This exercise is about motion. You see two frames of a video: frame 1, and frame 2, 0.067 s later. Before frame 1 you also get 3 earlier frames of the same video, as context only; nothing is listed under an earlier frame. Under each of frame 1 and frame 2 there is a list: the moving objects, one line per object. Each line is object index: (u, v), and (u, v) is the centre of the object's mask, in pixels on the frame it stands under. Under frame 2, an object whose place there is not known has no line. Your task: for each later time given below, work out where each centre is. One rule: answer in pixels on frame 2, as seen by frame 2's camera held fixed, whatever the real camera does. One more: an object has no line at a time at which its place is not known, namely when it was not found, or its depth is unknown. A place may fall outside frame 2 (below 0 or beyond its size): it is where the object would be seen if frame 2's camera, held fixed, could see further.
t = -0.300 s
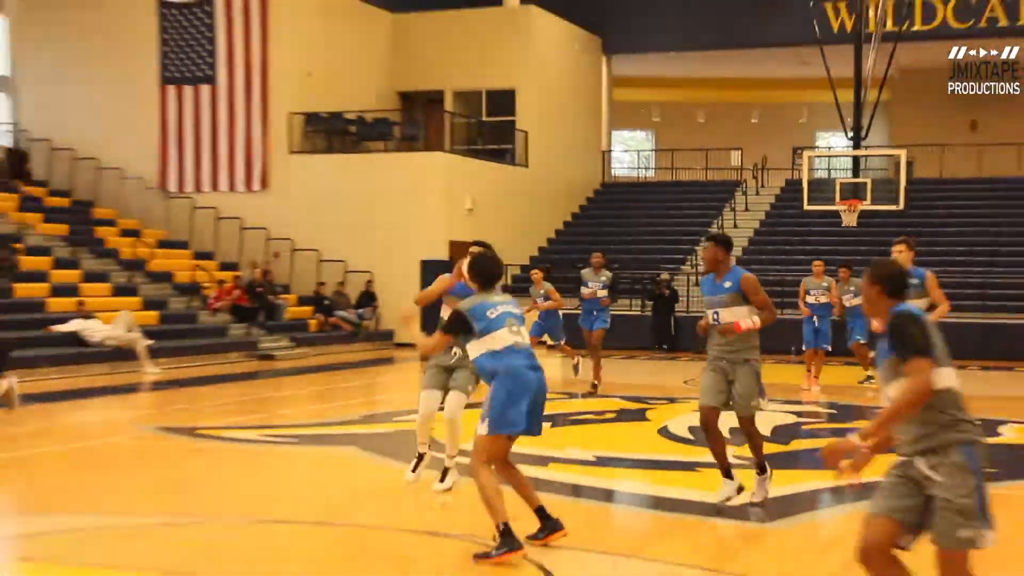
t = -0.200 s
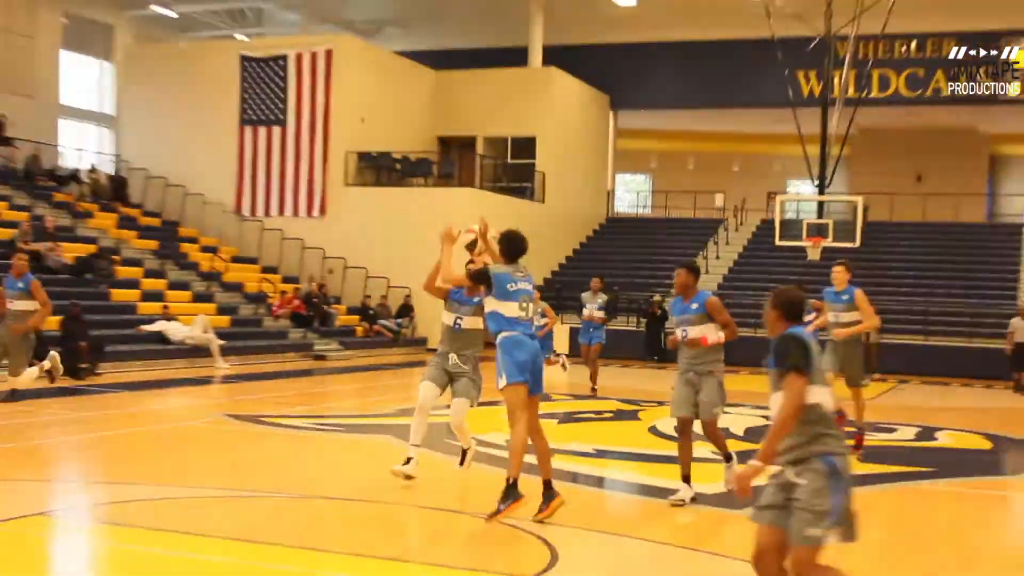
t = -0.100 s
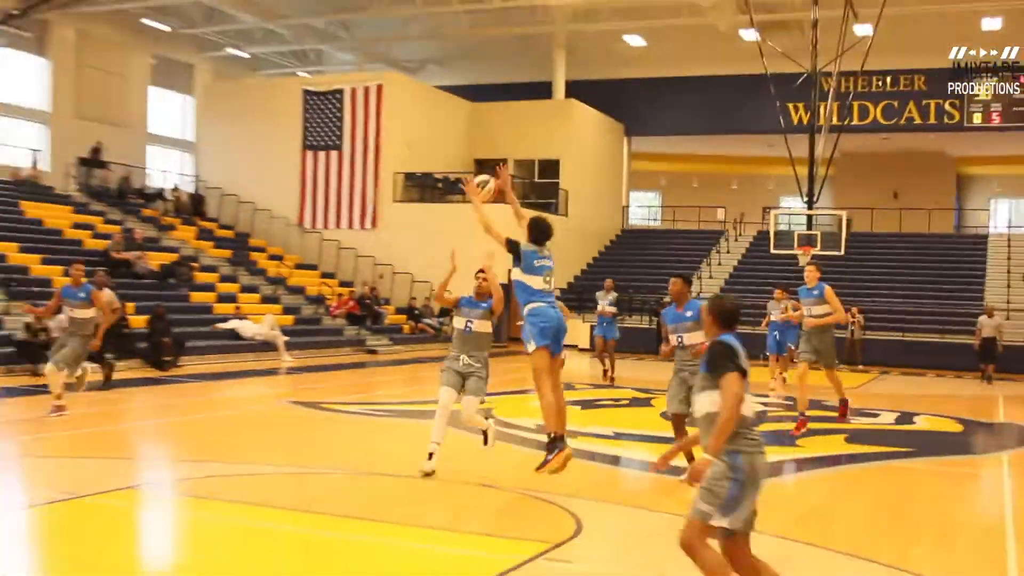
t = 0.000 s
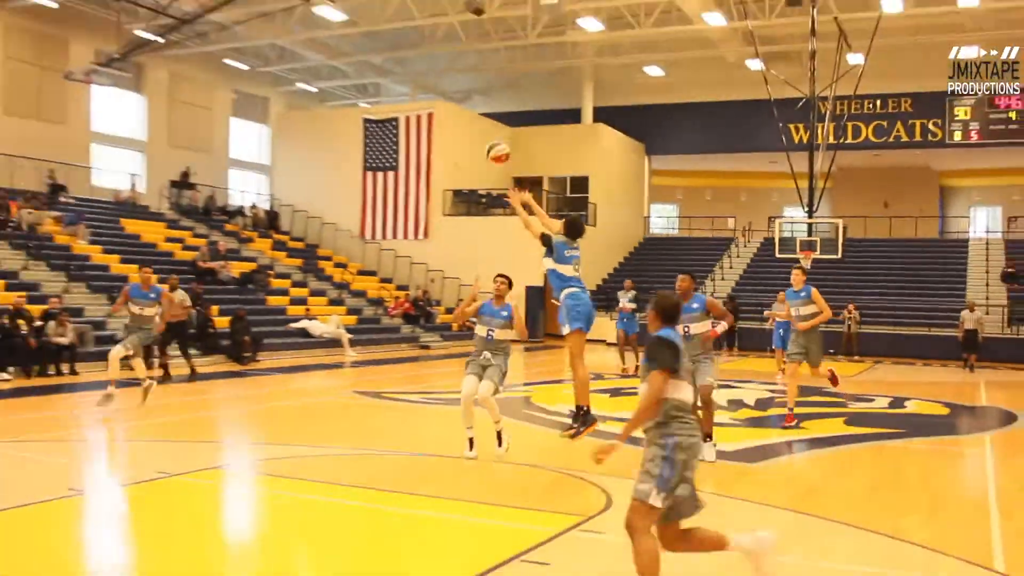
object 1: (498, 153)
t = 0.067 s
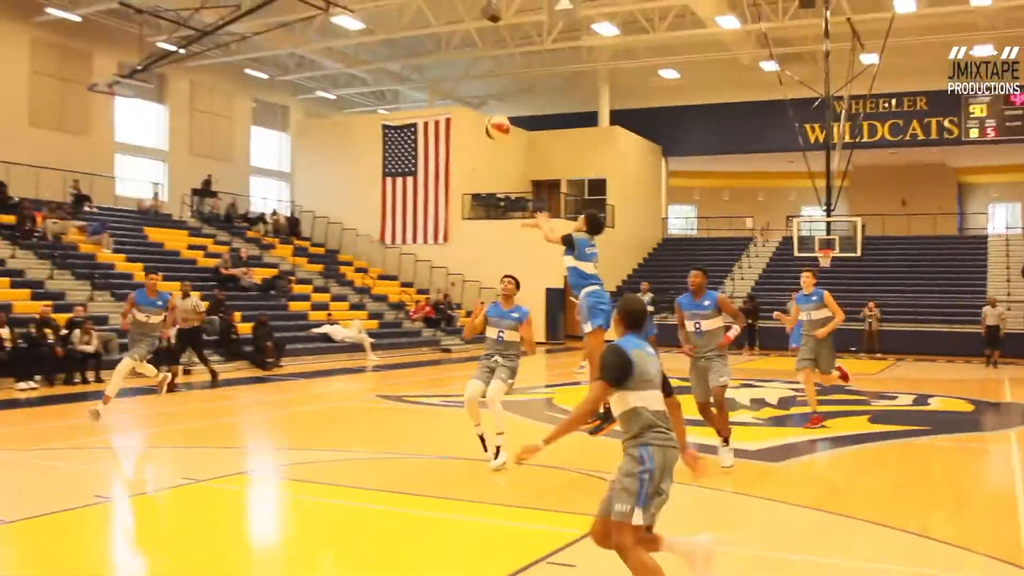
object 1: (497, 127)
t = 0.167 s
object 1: (463, 87)
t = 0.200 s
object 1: (453, 75)
